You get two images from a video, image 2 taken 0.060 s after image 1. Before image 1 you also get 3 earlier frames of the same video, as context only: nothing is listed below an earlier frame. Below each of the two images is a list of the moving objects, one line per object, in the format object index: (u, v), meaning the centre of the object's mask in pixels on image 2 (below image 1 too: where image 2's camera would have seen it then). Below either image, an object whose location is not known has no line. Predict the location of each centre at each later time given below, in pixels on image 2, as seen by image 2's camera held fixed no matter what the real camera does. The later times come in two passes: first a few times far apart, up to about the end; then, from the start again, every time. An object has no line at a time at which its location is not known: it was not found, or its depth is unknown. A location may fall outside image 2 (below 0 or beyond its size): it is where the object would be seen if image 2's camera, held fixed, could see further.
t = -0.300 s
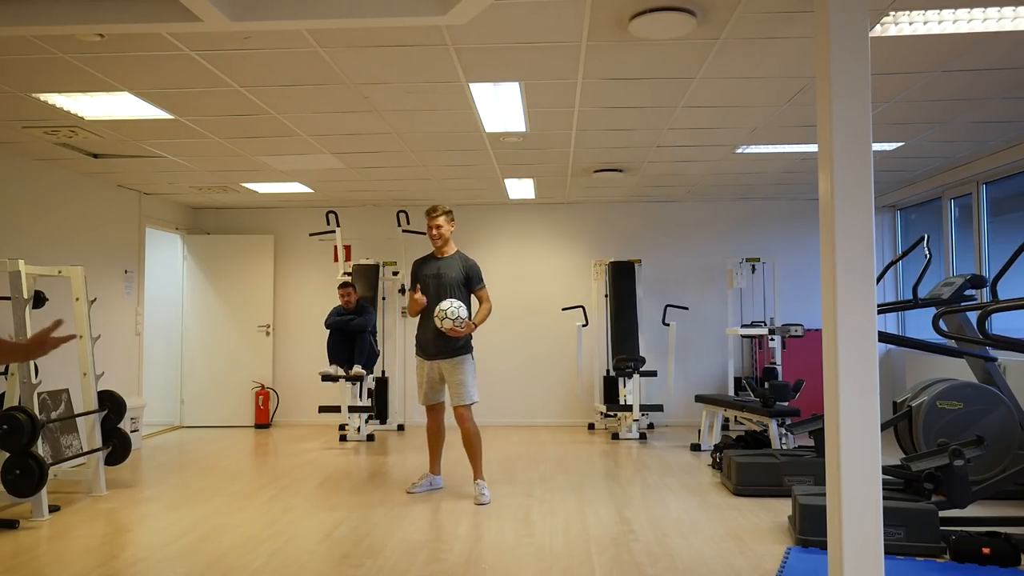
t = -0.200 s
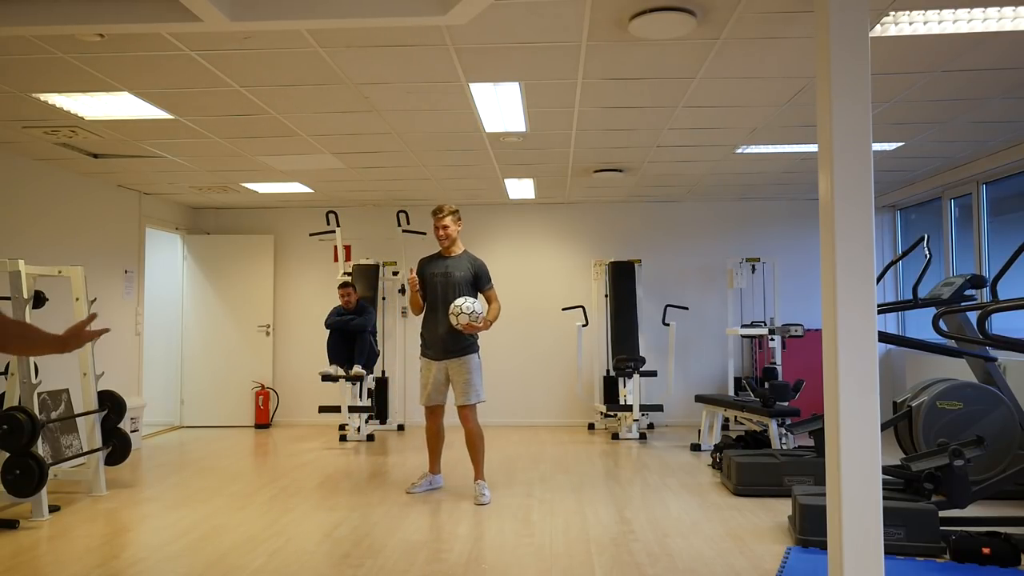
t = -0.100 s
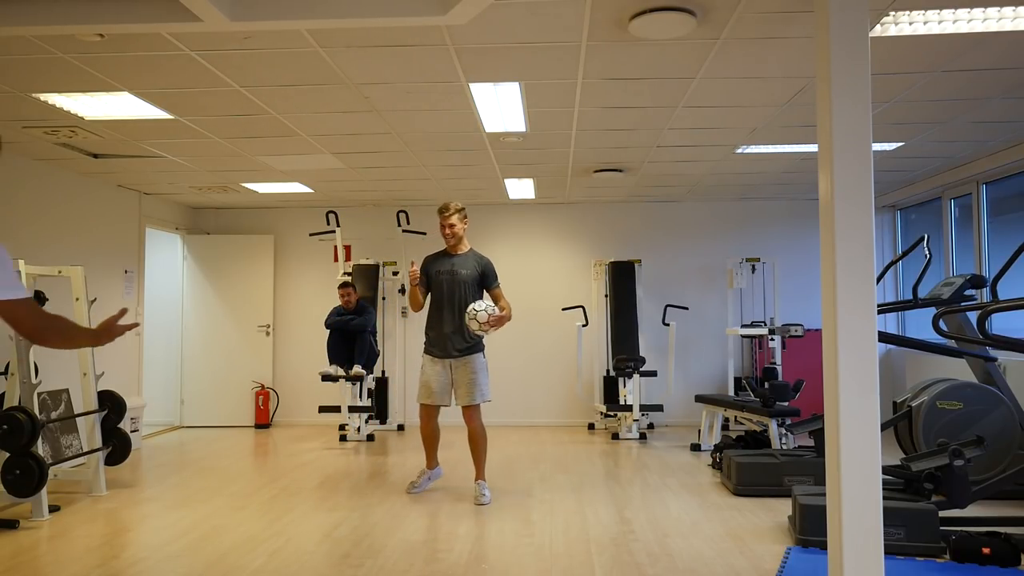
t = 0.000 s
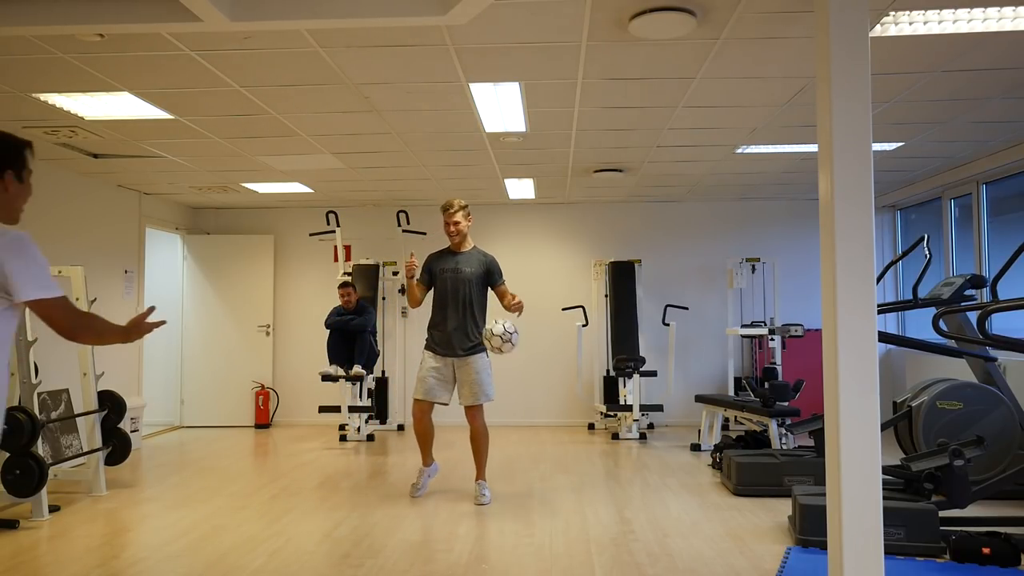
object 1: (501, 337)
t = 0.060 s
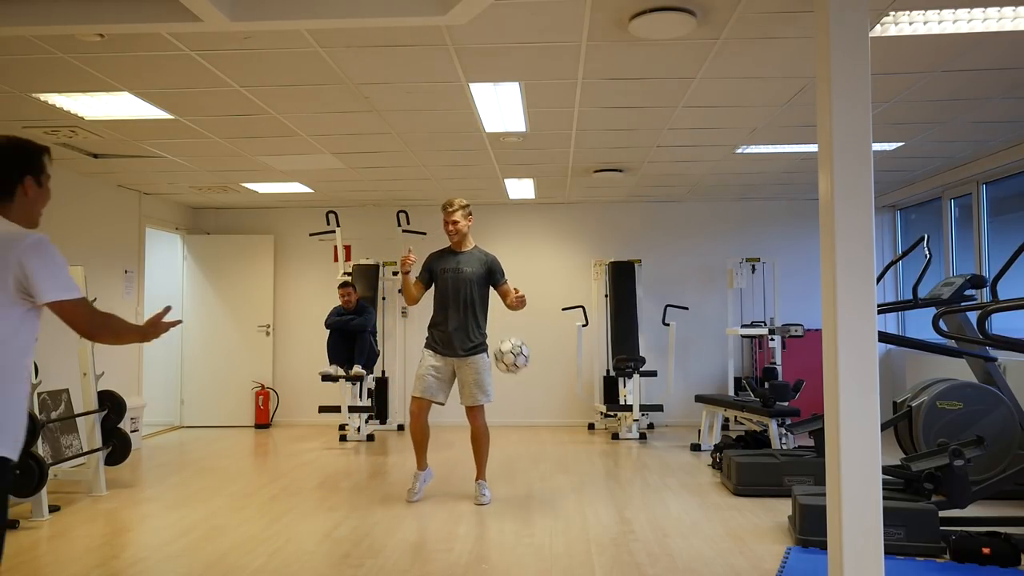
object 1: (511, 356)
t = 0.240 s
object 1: (545, 455)
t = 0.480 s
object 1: (567, 427)
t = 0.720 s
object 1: (582, 404)
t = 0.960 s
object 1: (598, 481)
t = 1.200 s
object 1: (614, 453)
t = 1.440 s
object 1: (632, 471)
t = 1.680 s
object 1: (648, 480)
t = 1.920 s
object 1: (663, 503)
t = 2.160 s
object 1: (680, 496)
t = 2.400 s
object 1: (698, 506)
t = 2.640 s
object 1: (716, 514)
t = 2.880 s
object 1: (735, 523)
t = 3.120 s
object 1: (752, 524)
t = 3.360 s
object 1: (769, 527)
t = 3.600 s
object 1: (771, 529)
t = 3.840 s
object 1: (758, 527)
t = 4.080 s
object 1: (746, 525)
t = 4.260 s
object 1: (738, 525)
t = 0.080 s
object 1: (515, 364)
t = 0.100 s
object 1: (519, 372)
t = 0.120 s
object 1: (522, 382)
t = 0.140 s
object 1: (526, 392)
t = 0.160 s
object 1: (530, 403)
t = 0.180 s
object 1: (534, 414)
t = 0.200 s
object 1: (538, 427)
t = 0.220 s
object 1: (542, 441)
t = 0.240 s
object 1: (545, 455)
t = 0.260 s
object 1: (550, 469)
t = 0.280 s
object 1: (553, 484)
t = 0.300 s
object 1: (557, 500)
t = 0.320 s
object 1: (558, 496)
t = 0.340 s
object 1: (560, 484)
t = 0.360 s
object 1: (561, 475)
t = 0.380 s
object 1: (562, 465)
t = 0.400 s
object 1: (563, 456)
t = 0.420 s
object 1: (564, 448)
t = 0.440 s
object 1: (565, 440)
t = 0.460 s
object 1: (566, 434)
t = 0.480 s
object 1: (567, 427)
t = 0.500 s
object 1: (569, 421)
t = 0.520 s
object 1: (570, 416)
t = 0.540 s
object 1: (571, 412)
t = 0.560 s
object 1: (572, 409)
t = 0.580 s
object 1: (573, 406)
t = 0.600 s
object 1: (575, 404)
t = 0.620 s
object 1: (576, 402)
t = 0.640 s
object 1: (577, 401)
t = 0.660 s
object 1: (578, 401)
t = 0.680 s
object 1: (579, 401)
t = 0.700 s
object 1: (581, 402)
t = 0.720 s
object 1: (582, 404)
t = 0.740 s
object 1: (583, 406)
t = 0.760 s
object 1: (584, 409)
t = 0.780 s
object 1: (586, 413)
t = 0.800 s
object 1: (587, 417)
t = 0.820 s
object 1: (589, 423)
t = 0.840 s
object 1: (590, 429)
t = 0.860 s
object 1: (591, 435)
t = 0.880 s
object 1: (592, 443)
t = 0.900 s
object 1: (594, 451)
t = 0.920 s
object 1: (595, 460)
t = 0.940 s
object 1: (597, 470)
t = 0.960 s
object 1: (598, 481)
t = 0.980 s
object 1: (599, 492)
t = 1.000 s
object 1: (601, 504)
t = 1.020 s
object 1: (602, 504)
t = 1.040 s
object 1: (603, 495)
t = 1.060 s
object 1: (605, 488)
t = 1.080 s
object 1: (606, 481)
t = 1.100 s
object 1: (607, 474)
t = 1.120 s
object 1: (609, 469)
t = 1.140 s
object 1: (610, 464)
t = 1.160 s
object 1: (611, 459)
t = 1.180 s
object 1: (613, 456)
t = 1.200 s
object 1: (614, 453)
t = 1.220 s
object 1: (616, 450)
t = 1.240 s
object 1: (617, 449)
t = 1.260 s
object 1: (618, 448)
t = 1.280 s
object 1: (620, 448)
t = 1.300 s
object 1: (621, 448)
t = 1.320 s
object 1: (623, 450)
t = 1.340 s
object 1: (624, 452)
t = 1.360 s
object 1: (626, 454)
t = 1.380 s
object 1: (627, 456)
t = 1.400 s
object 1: (629, 461)
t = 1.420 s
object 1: (630, 465)
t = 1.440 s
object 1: (632, 471)
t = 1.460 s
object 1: (633, 478)
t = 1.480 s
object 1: (635, 485)
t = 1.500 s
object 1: (637, 493)
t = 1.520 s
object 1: (638, 501)
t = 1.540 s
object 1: (639, 511)
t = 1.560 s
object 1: (641, 507)
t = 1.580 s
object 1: (642, 500)
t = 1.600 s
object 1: (643, 495)
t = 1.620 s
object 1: (645, 490)
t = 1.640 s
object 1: (646, 486)
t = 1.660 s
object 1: (647, 482)
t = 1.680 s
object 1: (648, 480)
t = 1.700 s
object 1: (649, 478)
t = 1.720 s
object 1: (650, 476)
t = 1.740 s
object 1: (651, 476)
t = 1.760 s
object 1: (653, 476)
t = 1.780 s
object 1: (654, 477)
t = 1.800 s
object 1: (655, 478)
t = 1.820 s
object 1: (656, 481)
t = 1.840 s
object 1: (657, 484)
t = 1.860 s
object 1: (659, 487)
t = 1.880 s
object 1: (660, 492)
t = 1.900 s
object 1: (662, 497)
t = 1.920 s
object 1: (663, 503)
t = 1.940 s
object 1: (664, 510)
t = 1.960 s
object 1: (666, 516)
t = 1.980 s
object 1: (667, 512)
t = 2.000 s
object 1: (669, 507)
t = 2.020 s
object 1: (670, 503)
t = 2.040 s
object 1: (671, 500)
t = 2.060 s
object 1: (673, 497)
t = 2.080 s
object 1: (674, 496)
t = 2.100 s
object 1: (676, 495)
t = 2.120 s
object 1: (677, 495)
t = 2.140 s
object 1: (679, 495)
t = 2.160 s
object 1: (680, 496)
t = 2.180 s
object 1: (682, 498)
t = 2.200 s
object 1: (683, 501)
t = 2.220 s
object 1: (685, 505)
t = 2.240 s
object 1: (687, 509)
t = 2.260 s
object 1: (688, 515)
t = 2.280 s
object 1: (690, 518)
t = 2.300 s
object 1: (691, 515)
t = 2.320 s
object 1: (693, 512)
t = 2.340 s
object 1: (694, 509)
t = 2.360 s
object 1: (695, 507)
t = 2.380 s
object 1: (696, 506)
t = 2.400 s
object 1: (698, 506)
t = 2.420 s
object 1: (699, 506)
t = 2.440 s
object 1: (701, 507)
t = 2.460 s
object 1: (702, 510)
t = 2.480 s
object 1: (704, 512)
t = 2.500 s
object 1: (705, 516)
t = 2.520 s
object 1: (707, 520)
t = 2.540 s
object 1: (708, 518)
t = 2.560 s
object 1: (710, 516)
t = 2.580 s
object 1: (711, 514)
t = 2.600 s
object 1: (713, 513)
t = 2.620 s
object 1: (714, 513)
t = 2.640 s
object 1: (716, 514)
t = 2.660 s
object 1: (718, 515)
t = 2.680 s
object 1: (719, 517)
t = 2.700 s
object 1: (721, 520)
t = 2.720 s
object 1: (722, 521)
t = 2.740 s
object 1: (724, 519)
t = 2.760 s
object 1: (725, 518)
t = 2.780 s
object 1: (727, 517)
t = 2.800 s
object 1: (728, 517)
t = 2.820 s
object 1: (730, 518)
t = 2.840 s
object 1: (731, 520)
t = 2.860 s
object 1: (733, 523)
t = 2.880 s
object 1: (735, 523)
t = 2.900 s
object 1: (736, 521)
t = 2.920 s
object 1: (738, 521)
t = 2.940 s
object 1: (739, 521)
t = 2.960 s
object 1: (741, 522)
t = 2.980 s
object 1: (742, 523)
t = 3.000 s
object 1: (744, 524)
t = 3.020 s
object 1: (745, 523)
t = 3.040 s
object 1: (746, 523)
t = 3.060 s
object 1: (748, 523)
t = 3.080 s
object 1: (749, 524)
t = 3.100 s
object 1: (751, 525)
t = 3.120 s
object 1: (752, 524)
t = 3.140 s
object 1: (753, 524)
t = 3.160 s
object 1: (755, 525)
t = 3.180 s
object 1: (756, 526)
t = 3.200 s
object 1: (757, 526)
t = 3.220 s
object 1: (759, 526)
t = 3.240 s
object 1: (760, 527)
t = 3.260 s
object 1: (762, 526)
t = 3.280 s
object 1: (763, 527)
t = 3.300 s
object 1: (764, 527)
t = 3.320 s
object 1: (766, 527)
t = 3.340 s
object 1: (767, 528)
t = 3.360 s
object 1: (769, 527)
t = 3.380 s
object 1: (771, 528)
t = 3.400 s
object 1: (772, 528)
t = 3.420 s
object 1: (773, 528)
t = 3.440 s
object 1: (774, 528)
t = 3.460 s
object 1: (774, 527)
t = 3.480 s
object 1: (774, 527)
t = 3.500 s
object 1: (774, 527)
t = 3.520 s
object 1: (774, 528)
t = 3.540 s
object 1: (774, 528)
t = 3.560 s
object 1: (773, 528)
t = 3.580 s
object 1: (772, 528)
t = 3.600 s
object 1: (771, 529)
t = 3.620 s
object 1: (770, 528)
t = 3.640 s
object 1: (769, 528)
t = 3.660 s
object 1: (768, 528)
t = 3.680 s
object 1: (767, 528)
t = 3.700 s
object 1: (766, 528)
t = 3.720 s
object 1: (765, 528)
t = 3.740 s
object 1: (763, 528)
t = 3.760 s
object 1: (762, 528)
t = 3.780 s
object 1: (761, 528)
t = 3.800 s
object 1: (760, 527)
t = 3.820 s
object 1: (759, 527)
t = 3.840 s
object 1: (758, 527)
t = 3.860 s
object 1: (757, 527)
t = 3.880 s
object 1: (756, 527)
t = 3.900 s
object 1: (755, 527)
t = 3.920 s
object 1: (754, 526)
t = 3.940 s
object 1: (753, 526)
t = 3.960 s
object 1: (752, 526)
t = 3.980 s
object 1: (751, 526)
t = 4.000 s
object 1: (750, 526)
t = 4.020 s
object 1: (749, 526)
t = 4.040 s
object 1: (748, 525)
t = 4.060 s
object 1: (747, 525)
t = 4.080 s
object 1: (746, 525)
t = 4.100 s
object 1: (745, 525)
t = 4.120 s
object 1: (744, 525)
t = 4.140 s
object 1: (743, 525)
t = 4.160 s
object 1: (742, 525)
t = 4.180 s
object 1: (741, 525)
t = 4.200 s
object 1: (740, 525)
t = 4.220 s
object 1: (739, 525)
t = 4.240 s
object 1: (739, 525)
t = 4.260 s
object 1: (738, 525)
